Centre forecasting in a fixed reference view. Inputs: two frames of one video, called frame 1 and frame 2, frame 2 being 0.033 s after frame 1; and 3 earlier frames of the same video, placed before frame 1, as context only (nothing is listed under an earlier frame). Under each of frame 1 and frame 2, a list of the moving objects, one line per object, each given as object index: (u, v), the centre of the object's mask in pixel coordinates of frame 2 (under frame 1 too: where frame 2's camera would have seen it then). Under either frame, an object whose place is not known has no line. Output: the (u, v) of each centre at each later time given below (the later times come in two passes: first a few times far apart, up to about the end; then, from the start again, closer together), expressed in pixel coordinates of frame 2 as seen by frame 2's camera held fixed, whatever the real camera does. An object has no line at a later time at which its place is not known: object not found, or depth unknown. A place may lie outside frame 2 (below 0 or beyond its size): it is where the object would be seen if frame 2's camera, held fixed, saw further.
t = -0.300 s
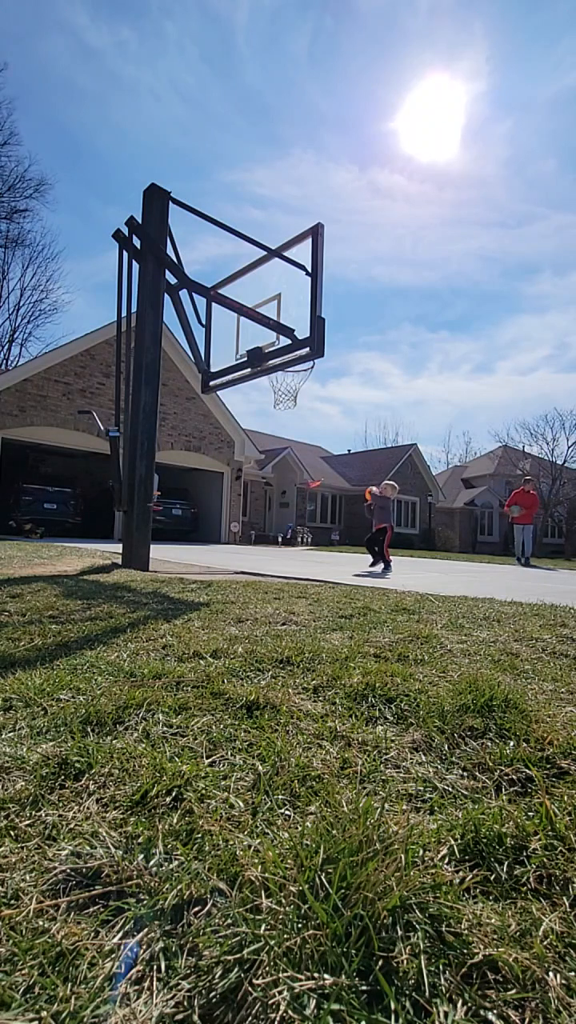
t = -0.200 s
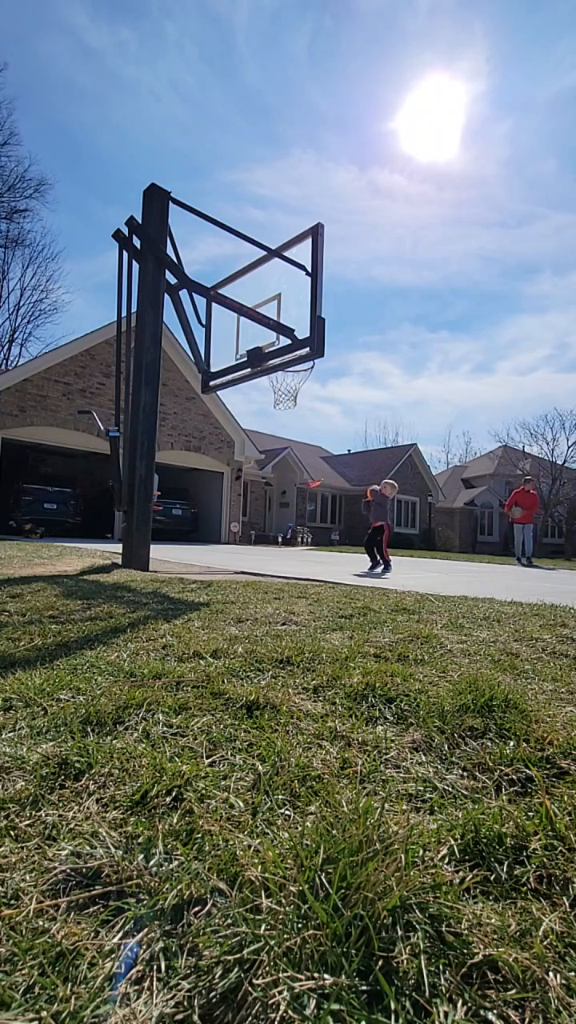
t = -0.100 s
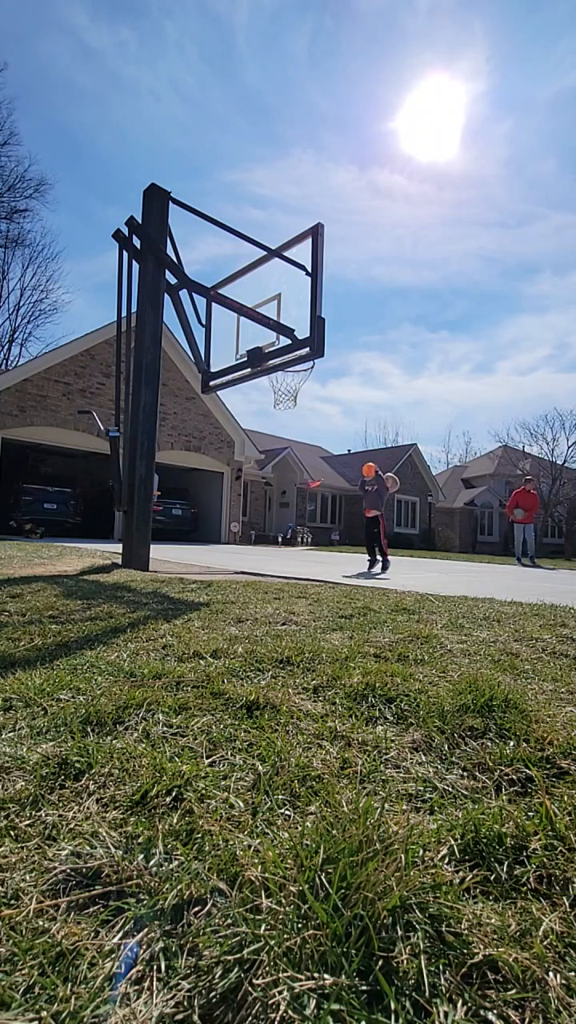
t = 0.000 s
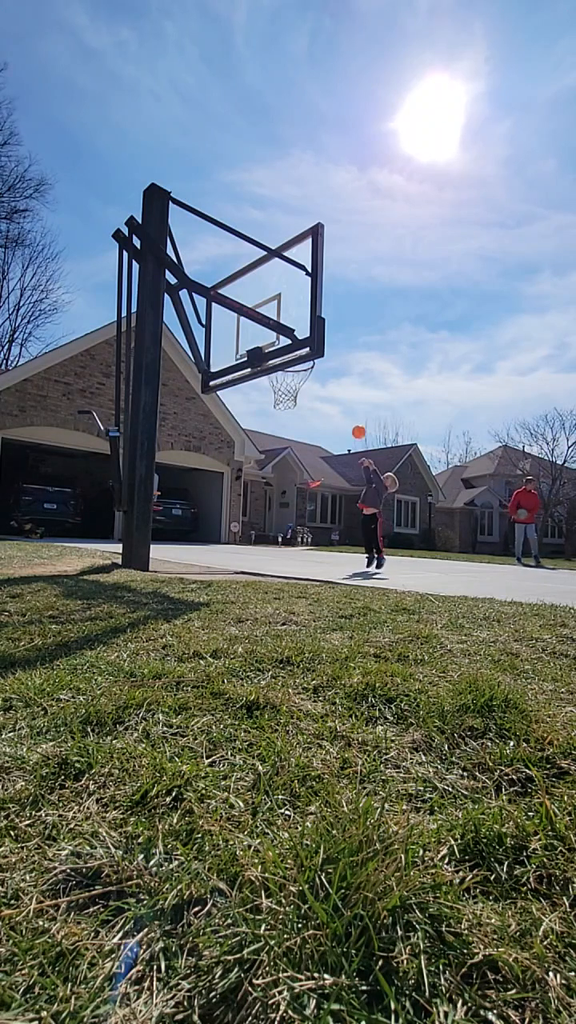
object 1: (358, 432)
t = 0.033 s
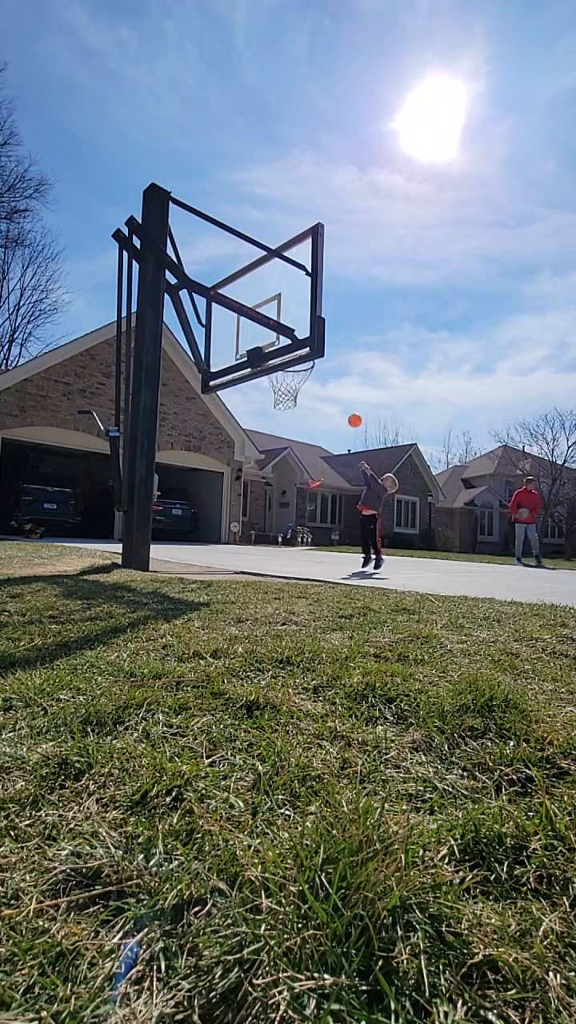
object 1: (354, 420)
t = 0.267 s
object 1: (324, 366)
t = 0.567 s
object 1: (331, 362)
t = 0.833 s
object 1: (340, 435)
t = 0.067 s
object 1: (350, 410)
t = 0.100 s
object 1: (346, 400)
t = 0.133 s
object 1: (342, 391)
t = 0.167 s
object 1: (338, 383)
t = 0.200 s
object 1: (333, 377)
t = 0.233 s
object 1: (329, 371)
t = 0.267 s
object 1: (324, 366)
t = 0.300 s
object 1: (320, 364)
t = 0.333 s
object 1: (322, 360)
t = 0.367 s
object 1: (324, 358)
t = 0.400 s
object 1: (326, 355)
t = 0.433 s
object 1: (327, 354)
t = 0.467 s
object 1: (328, 354)
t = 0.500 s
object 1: (329, 356)
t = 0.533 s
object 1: (330, 358)
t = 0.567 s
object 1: (331, 362)
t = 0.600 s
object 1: (332, 367)
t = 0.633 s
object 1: (334, 373)
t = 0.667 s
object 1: (334, 381)
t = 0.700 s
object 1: (336, 389)
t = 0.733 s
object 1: (337, 399)
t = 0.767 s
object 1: (338, 409)
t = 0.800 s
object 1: (339, 422)
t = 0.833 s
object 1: (340, 435)
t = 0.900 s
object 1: (342, 465)
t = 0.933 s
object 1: (343, 481)
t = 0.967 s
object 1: (344, 499)
